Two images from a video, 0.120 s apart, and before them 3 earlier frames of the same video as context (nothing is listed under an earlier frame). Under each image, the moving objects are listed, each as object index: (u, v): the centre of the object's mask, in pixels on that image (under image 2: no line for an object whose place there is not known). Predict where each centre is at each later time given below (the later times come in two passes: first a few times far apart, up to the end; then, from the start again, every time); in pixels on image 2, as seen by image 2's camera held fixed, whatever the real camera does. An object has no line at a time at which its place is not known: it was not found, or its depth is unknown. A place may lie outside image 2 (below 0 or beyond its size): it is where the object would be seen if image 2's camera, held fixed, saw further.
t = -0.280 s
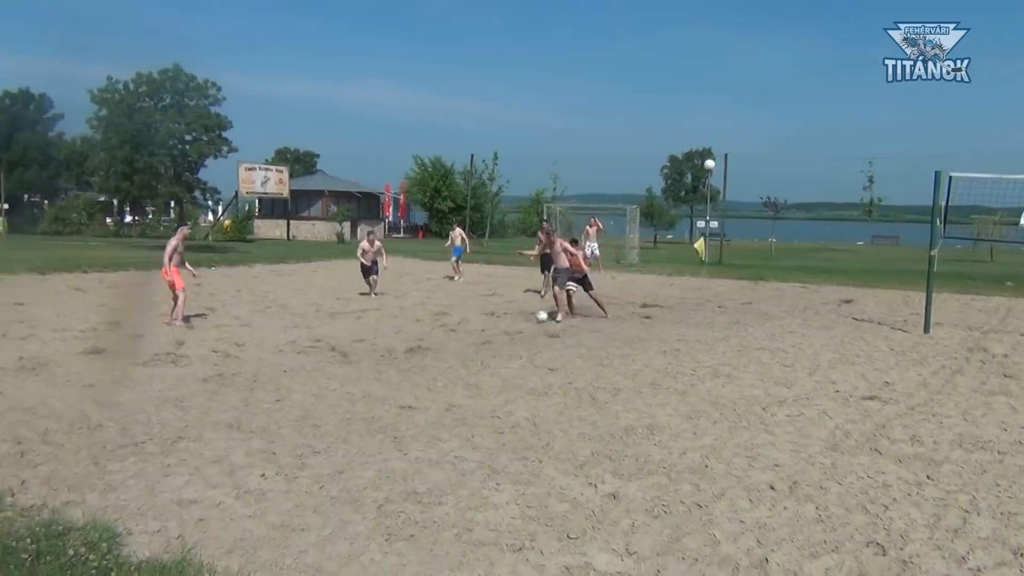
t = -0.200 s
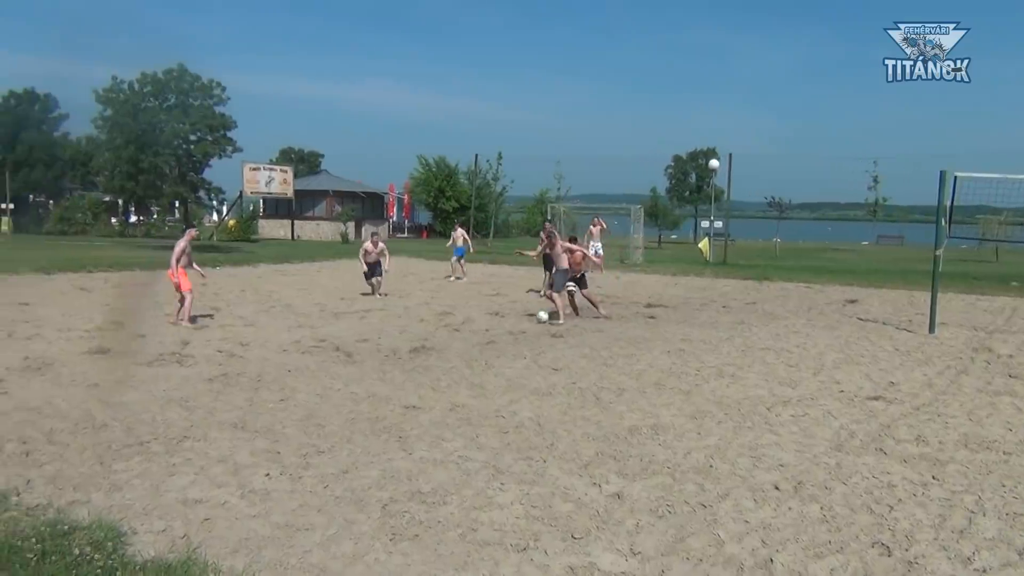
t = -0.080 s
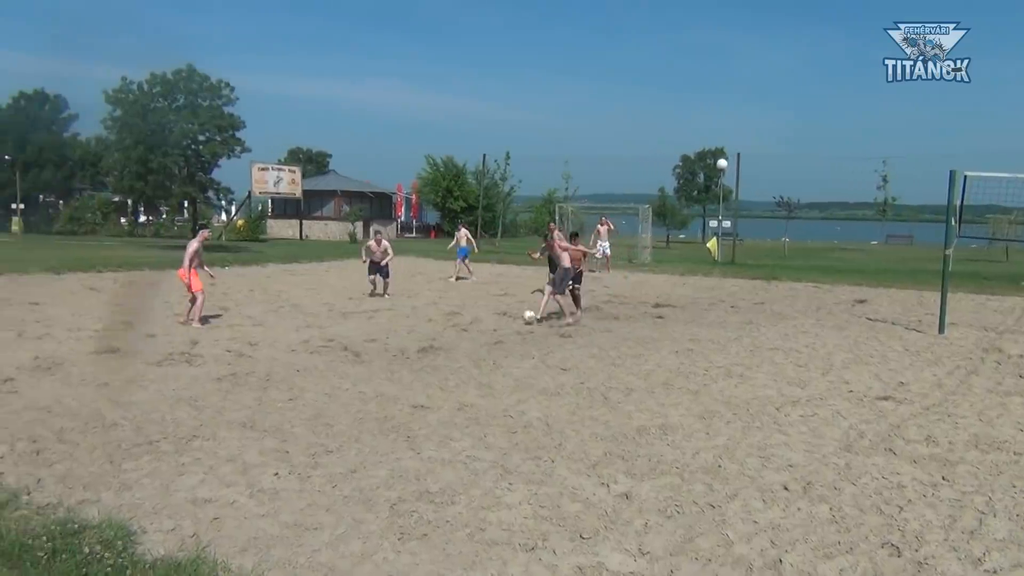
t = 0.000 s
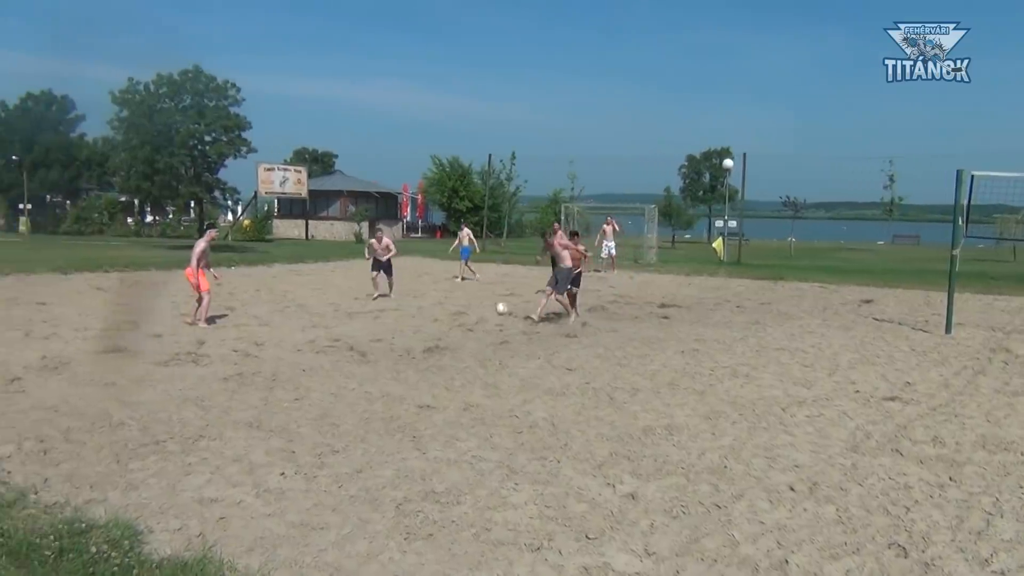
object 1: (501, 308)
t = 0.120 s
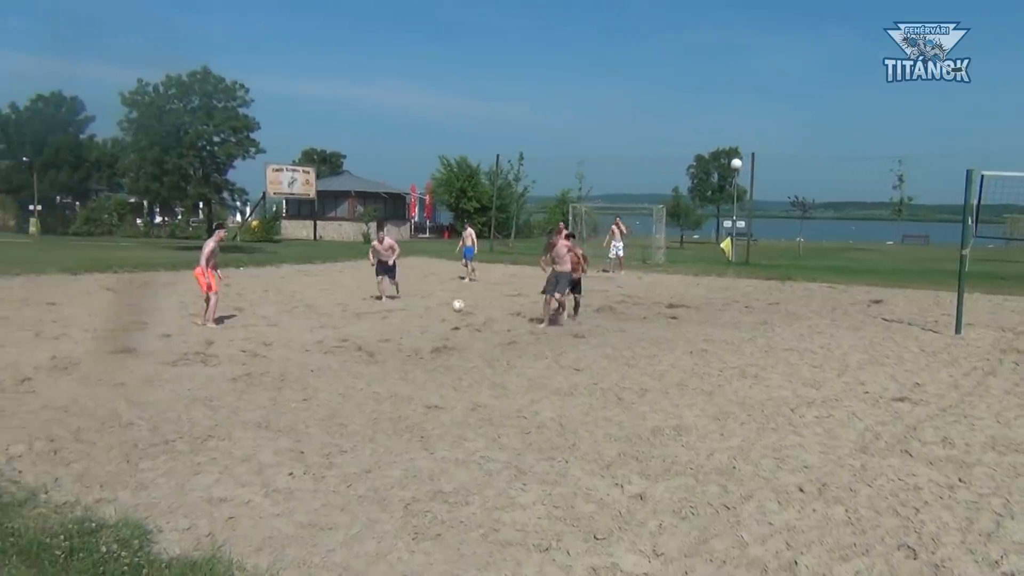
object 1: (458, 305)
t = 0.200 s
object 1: (422, 309)
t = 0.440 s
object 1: (311, 330)
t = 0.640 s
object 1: (221, 334)
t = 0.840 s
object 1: (132, 339)
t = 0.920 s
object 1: (99, 338)
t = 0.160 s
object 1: (440, 307)
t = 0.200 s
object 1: (422, 309)
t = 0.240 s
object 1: (403, 312)
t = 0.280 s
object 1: (384, 317)
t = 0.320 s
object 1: (365, 322)
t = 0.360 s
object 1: (346, 330)
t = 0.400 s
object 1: (327, 331)
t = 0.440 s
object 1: (311, 330)
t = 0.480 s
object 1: (293, 331)
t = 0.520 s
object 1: (275, 332)
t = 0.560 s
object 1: (256, 334)
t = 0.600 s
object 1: (238, 337)
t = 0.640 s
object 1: (221, 334)
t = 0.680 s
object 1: (204, 332)
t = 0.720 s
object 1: (186, 333)
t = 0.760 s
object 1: (169, 333)
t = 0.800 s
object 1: (150, 336)
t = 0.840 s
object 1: (132, 339)
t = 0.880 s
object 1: (115, 339)
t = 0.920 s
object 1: (99, 338)
